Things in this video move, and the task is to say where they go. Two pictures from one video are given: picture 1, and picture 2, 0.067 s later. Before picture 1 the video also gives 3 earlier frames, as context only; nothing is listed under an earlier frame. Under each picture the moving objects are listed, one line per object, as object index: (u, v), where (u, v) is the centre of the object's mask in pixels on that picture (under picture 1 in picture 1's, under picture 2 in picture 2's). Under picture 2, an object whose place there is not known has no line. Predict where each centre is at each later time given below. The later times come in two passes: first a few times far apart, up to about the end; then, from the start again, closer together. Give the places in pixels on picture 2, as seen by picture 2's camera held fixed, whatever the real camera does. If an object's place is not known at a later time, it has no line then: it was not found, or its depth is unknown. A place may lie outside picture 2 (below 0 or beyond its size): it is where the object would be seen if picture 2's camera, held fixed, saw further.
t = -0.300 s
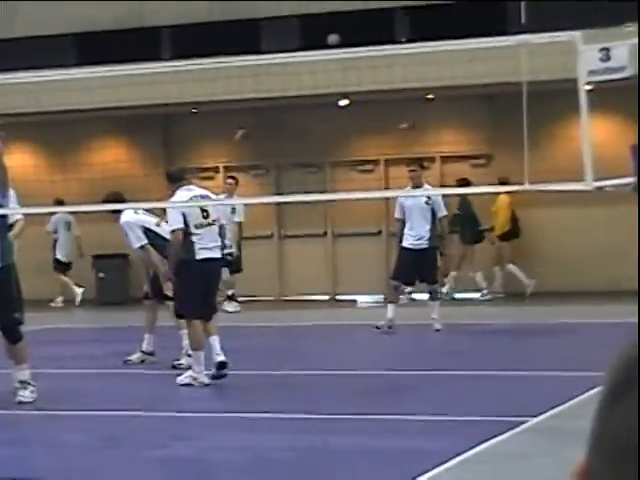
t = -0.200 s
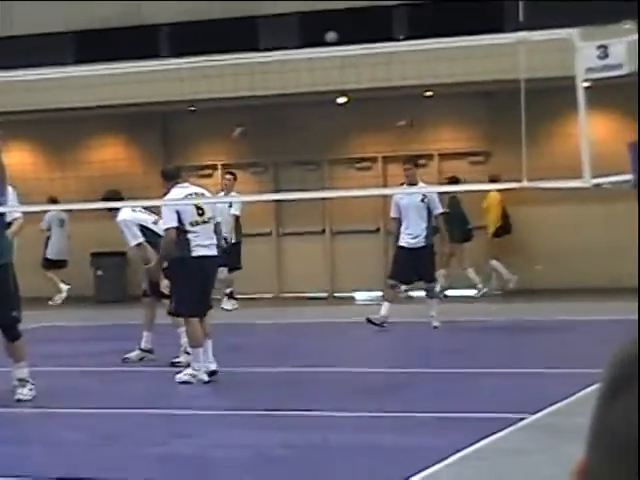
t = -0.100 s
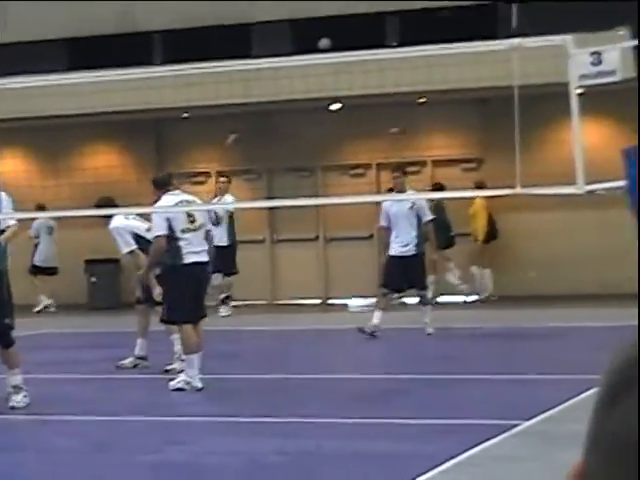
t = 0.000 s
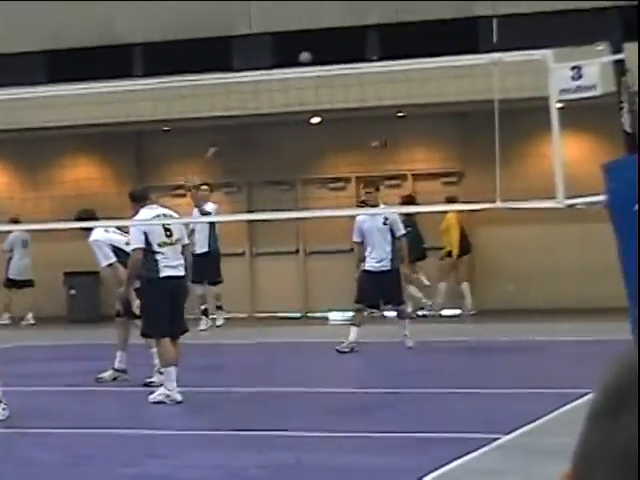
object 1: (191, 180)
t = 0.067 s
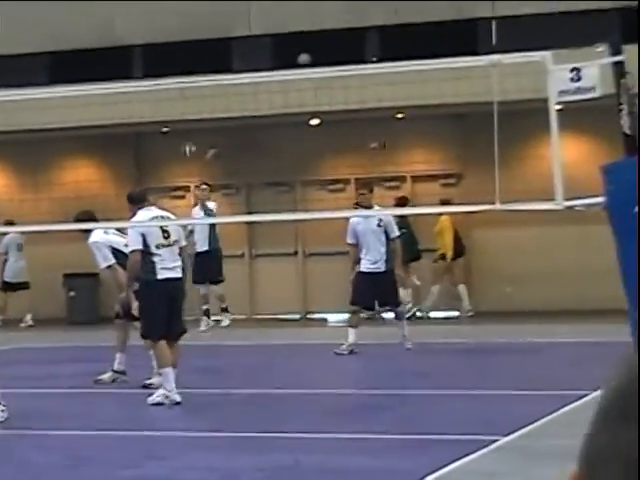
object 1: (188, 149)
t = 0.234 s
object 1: (186, 88)
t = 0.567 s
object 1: (183, 9)
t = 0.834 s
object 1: (183, 9)
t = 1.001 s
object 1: (184, 35)
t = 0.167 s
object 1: (186, 107)
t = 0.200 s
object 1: (186, 97)
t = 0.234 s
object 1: (186, 88)
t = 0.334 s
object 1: (185, 51)
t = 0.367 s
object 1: (184, 43)
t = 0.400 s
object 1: (183, 34)
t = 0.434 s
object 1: (184, 28)
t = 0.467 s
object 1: (184, 22)
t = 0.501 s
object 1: (182, 17)
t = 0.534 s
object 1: (183, 12)
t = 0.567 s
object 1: (183, 9)
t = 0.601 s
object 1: (183, 6)
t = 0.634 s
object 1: (183, 3)
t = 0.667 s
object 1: (182, 3)
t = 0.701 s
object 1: (182, 1)
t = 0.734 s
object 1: (182, 2)
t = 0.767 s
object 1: (182, 3)
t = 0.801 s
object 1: (182, 7)
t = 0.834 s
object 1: (183, 9)
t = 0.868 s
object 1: (183, 13)
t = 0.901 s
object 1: (183, 17)
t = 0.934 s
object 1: (184, 23)
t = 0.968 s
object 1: (184, 28)
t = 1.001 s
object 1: (184, 35)
